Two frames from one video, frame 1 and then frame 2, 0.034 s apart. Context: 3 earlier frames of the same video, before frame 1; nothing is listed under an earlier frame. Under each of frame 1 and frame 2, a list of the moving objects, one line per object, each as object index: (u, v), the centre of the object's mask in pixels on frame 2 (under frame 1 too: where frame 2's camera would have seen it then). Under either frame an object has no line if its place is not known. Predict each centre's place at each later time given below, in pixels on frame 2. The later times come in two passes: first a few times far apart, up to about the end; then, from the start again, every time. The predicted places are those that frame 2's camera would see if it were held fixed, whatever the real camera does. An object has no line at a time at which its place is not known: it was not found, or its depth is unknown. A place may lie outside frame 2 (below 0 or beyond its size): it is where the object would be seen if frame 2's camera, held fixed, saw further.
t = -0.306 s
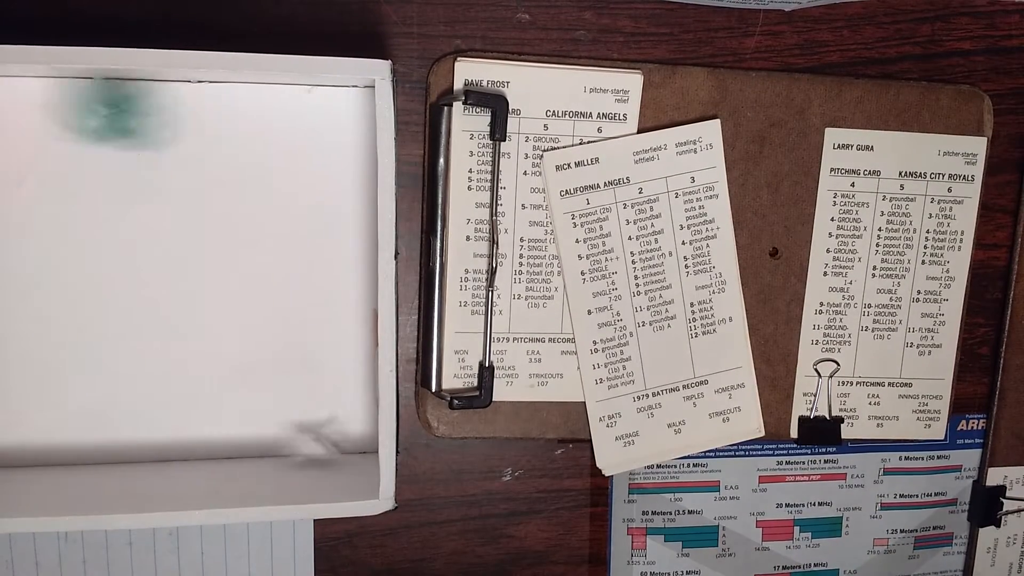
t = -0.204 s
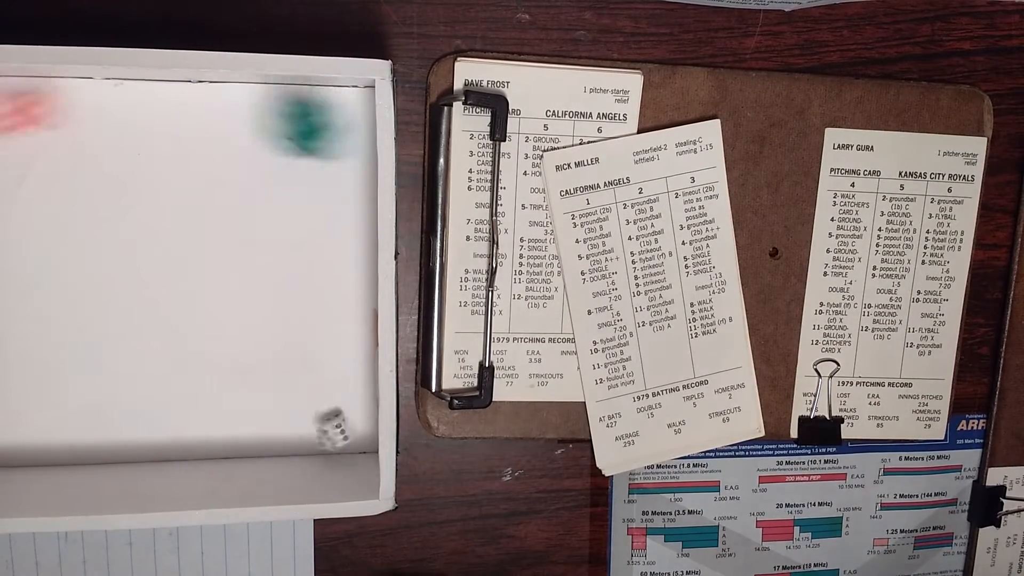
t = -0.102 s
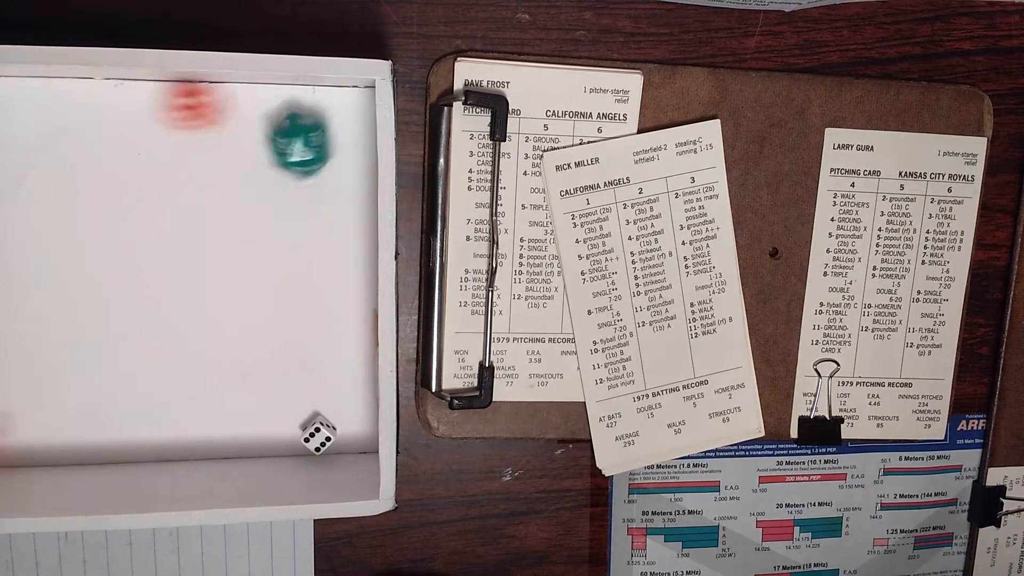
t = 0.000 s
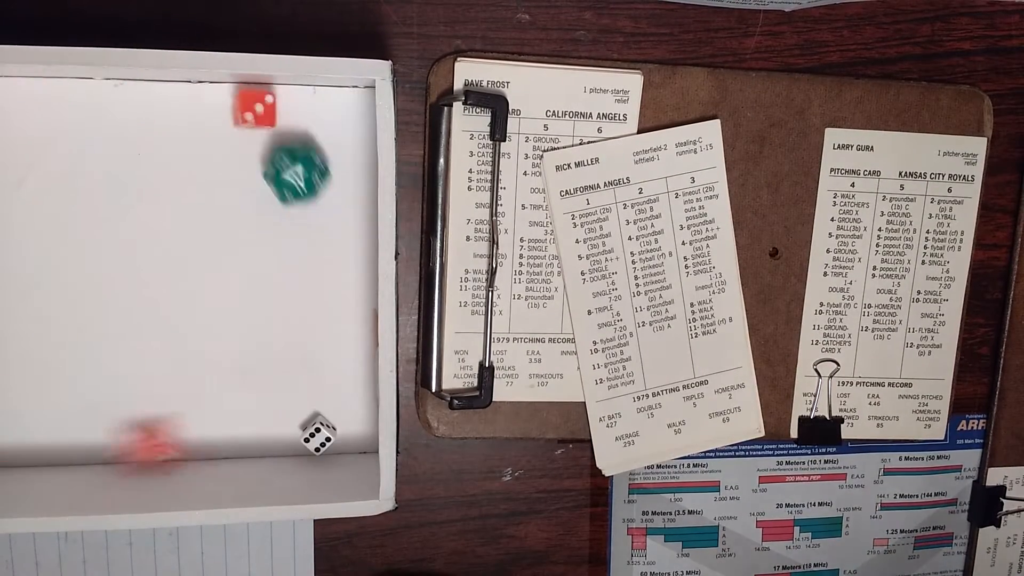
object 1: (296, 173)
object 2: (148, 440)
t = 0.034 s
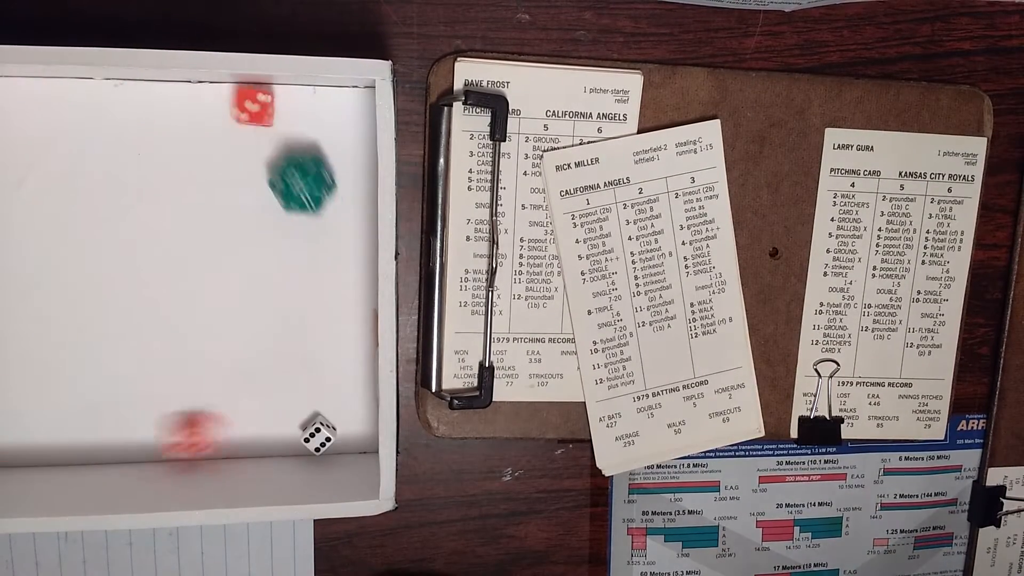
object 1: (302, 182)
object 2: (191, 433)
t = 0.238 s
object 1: (312, 202)
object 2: (319, 397)
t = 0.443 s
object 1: (312, 202)
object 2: (319, 397)
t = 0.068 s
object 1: (307, 191)
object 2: (230, 421)
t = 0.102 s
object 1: (311, 199)
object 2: (262, 416)
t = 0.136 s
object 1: (311, 202)
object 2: (287, 409)
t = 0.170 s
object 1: (312, 202)
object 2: (306, 403)
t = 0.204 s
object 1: (312, 202)
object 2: (315, 399)
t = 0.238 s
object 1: (312, 202)
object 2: (319, 397)
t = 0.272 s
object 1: (312, 202)
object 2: (319, 397)
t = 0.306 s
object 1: (312, 201)
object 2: (319, 397)
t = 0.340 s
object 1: (312, 202)
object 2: (319, 397)
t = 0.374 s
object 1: (312, 202)
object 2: (319, 397)
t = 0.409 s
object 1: (312, 202)
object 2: (319, 397)
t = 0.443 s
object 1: (312, 202)
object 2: (319, 397)
